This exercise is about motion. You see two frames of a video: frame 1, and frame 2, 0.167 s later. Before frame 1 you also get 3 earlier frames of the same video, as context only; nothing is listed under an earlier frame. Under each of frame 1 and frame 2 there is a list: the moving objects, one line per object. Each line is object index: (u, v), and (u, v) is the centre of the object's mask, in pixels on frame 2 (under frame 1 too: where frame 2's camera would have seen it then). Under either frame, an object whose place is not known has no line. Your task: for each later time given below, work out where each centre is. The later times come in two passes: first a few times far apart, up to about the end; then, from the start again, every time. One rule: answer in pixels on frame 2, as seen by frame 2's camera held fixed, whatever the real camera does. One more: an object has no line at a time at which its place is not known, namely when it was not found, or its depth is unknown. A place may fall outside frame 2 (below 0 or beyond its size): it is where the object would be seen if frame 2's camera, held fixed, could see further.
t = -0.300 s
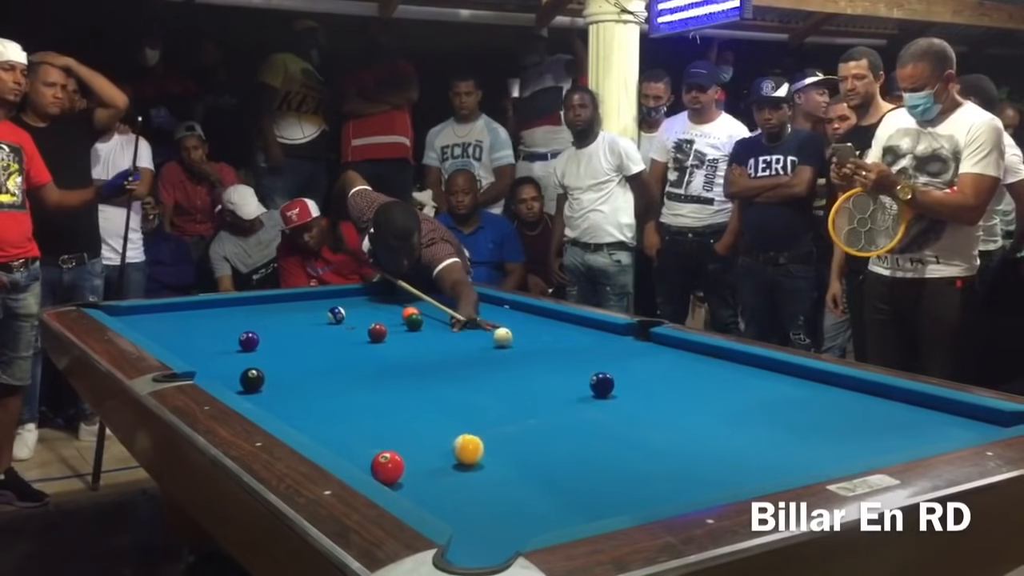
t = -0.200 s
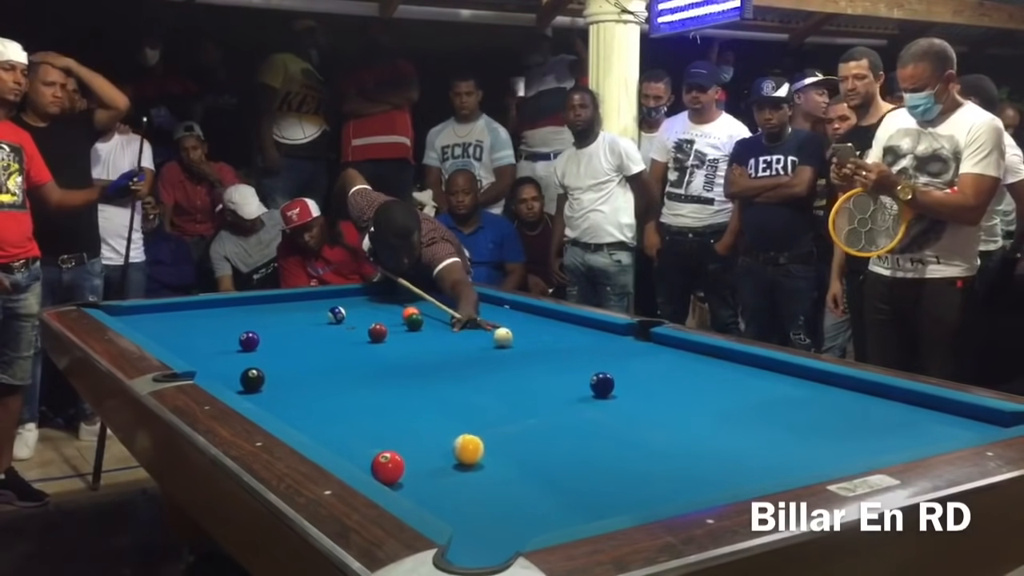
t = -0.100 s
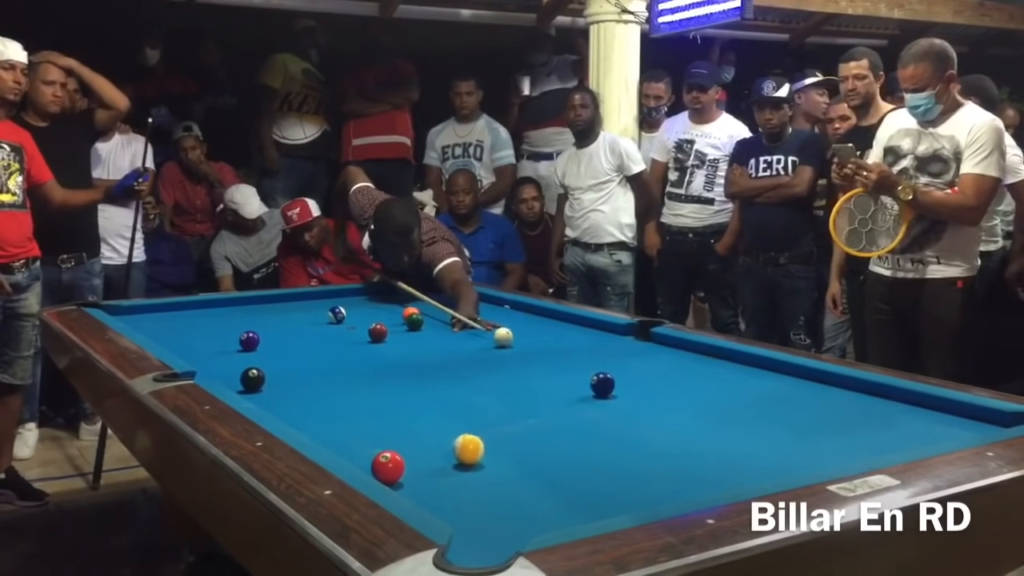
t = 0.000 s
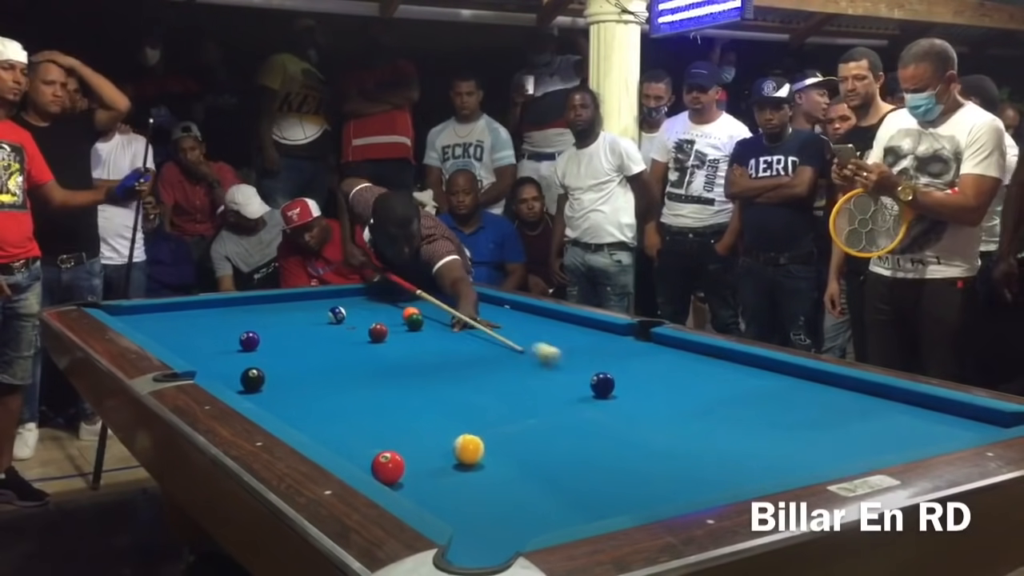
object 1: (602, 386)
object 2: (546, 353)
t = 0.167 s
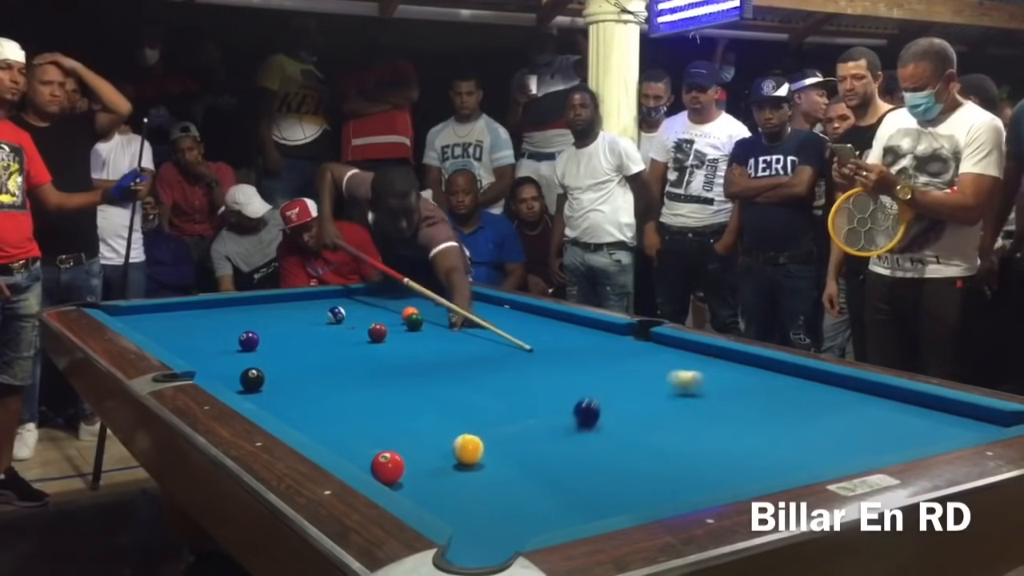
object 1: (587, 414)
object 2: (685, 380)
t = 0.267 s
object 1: (568, 452)
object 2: (766, 385)
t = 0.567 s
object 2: (834, 390)
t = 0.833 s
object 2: (785, 397)
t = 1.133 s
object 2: (729, 405)
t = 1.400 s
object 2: (680, 412)
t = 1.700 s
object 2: (625, 420)
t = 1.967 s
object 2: (577, 427)
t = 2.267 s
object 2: (524, 433)
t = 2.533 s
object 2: (481, 434)
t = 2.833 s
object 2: (428, 445)
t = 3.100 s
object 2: (384, 444)
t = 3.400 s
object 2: (345, 450)
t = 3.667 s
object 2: (365, 448)
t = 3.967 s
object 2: (385, 441)
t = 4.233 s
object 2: (400, 440)
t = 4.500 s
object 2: (410, 438)
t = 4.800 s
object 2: (418, 435)
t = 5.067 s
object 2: (422, 434)
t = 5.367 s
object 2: (424, 434)
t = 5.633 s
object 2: (424, 434)
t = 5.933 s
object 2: (424, 434)
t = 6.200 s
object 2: (424, 434)
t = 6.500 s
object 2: (424, 434)
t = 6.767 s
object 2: (424, 435)
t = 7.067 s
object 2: (424, 435)
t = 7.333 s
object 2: (424, 435)
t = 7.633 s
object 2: (424, 435)
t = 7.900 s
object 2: (424, 435)
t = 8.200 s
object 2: (424, 435)
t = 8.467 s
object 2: (424, 435)
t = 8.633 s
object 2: (424, 435)
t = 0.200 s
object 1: (580, 426)
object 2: (713, 382)
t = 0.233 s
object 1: (574, 439)
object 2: (740, 384)
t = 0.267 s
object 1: (568, 452)
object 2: (766, 385)
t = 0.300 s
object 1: (560, 464)
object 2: (789, 386)
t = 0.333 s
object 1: (553, 479)
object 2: (811, 386)
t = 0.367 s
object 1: (545, 493)
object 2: (832, 385)
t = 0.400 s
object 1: (537, 508)
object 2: (851, 385)
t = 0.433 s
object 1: (526, 524)
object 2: (863, 386)
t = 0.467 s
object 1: (515, 537)
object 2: (855, 387)
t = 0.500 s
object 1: (490, 552)
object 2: (847, 388)
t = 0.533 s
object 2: (841, 389)
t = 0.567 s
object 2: (834, 390)
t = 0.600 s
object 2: (828, 391)
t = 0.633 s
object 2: (822, 392)
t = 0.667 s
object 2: (816, 393)
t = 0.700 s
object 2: (810, 394)
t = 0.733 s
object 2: (804, 394)
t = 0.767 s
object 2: (798, 395)
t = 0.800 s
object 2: (792, 396)
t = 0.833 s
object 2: (785, 397)
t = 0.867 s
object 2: (779, 398)
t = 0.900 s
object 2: (773, 399)
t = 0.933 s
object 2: (766, 400)
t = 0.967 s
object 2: (760, 401)
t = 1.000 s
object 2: (754, 402)
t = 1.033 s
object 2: (748, 403)
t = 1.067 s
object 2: (742, 403)
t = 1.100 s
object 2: (735, 404)
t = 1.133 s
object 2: (729, 405)
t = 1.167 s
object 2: (723, 406)
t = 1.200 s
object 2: (717, 407)
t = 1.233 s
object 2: (711, 408)
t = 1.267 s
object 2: (705, 408)
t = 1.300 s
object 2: (698, 409)
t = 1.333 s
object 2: (692, 410)
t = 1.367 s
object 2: (686, 411)
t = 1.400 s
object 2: (680, 412)
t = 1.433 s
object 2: (674, 412)
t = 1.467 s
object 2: (668, 413)
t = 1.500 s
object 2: (662, 414)
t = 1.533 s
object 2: (656, 415)
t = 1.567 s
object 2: (649, 416)
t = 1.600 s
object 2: (643, 417)
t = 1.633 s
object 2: (637, 418)
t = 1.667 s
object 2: (631, 419)
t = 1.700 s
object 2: (625, 420)
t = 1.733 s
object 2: (619, 420)
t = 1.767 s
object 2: (613, 421)
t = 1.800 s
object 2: (606, 422)
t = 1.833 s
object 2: (601, 423)
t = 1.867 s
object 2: (594, 424)
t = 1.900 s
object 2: (589, 424)
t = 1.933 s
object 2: (583, 426)
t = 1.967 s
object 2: (577, 427)
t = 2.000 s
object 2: (571, 427)
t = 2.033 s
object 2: (565, 428)
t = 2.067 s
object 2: (559, 429)
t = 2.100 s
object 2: (553, 430)
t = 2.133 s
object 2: (547, 431)
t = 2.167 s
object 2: (541, 431)
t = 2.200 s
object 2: (535, 432)
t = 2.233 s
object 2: (529, 433)
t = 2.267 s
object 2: (524, 433)
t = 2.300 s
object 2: (518, 435)
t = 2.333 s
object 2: (512, 434)
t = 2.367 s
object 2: (506, 435)
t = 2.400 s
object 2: (501, 436)
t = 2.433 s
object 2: (495, 436)
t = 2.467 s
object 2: (491, 436)
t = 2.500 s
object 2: (486, 435)
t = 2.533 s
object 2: (481, 434)
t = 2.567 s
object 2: (474, 432)
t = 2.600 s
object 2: (466, 431)
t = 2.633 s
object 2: (457, 435)
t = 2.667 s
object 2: (452, 437)
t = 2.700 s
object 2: (447, 439)
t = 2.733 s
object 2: (442, 441)
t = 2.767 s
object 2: (438, 443)
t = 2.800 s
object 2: (433, 444)
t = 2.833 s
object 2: (428, 445)
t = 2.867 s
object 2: (422, 445)
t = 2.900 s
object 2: (417, 446)
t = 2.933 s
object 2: (412, 446)
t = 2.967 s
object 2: (407, 446)
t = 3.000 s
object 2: (402, 445)
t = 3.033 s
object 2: (397, 445)
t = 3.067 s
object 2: (391, 444)
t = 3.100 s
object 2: (384, 444)
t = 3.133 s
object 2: (377, 446)
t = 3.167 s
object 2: (372, 448)
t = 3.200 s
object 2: (367, 450)
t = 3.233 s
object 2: (363, 451)
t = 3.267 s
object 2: (360, 452)
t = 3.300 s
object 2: (355, 451)
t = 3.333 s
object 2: (351, 451)
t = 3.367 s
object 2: (346, 450)
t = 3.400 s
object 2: (345, 450)
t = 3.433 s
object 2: (348, 450)
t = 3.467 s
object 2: (351, 450)
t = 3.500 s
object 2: (353, 450)
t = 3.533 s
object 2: (356, 450)
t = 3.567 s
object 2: (358, 450)
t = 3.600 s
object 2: (360, 450)
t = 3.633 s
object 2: (363, 449)
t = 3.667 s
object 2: (365, 448)
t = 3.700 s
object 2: (367, 447)
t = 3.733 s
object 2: (369, 446)
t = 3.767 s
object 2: (371, 445)
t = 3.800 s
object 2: (374, 444)
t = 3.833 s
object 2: (376, 443)
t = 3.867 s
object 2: (379, 443)
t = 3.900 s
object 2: (381, 442)
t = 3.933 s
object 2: (383, 442)
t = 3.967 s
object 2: (385, 441)
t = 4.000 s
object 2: (387, 441)
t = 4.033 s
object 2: (389, 441)
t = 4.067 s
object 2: (391, 441)
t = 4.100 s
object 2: (393, 440)
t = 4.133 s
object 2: (395, 440)
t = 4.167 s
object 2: (397, 440)
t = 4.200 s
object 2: (398, 440)
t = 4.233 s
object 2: (400, 440)
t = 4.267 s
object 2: (401, 440)
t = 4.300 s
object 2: (403, 439)
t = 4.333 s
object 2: (404, 439)
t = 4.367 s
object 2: (405, 439)
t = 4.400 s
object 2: (406, 438)
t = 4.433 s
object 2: (408, 438)
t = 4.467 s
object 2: (409, 438)
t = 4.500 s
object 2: (410, 438)
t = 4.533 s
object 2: (411, 437)
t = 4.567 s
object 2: (412, 437)
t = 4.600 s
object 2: (413, 437)
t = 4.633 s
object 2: (414, 437)
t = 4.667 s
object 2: (415, 436)
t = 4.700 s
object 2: (416, 436)
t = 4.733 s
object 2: (416, 436)
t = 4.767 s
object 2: (417, 436)
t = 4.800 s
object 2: (418, 435)
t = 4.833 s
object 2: (418, 435)
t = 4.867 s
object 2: (419, 435)
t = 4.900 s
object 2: (419, 435)
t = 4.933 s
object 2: (420, 435)
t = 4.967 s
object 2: (420, 435)
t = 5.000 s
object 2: (421, 434)
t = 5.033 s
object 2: (421, 434)
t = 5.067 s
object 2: (422, 434)
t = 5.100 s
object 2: (422, 434)
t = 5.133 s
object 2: (422, 434)
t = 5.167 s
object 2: (423, 434)
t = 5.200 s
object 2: (423, 434)
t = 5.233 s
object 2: (423, 434)
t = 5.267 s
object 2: (423, 434)
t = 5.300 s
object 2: (424, 434)
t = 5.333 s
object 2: (424, 434)
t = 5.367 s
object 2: (424, 434)
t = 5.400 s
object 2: (424, 434)
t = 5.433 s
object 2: (424, 434)
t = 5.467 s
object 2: (424, 434)
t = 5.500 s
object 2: (424, 434)
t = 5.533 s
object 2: (424, 434)
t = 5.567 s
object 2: (424, 434)
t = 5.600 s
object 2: (424, 434)
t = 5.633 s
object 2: (424, 434)
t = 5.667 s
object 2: (424, 434)
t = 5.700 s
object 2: (424, 434)
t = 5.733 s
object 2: (424, 434)
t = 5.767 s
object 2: (424, 434)
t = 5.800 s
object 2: (424, 434)
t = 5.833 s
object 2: (424, 434)
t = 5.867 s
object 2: (424, 434)
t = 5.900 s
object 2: (424, 434)
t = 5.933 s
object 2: (424, 434)
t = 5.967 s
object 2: (424, 434)
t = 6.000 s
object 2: (424, 434)
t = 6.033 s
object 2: (424, 434)
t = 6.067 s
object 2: (424, 434)
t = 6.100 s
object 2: (424, 434)
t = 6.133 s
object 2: (424, 434)
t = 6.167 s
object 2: (424, 434)
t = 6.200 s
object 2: (424, 434)
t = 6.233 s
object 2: (424, 434)
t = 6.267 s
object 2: (424, 434)
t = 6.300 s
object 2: (424, 434)
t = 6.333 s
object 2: (424, 434)
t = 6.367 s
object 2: (424, 434)
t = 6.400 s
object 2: (424, 434)
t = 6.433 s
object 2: (424, 434)
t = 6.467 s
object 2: (424, 434)
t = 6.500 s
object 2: (424, 434)
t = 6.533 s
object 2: (424, 435)
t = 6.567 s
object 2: (424, 435)
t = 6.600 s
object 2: (424, 434)
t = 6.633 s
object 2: (424, 434)
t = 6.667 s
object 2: (424, 435)
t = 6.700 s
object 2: (424, 434)
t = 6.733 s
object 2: (424, 434)
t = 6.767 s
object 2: (424, 435)
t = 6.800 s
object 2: (424, 435)
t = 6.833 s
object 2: (424, 434)
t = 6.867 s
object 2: (424, 434)
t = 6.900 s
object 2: (424, 434)
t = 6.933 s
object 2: (424, 434)
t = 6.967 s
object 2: (424, 435)
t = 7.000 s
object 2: (424, 435)
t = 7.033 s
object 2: (424, 435)
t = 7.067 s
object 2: (424, 435)
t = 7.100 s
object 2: (424, 435)
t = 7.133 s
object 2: (424, 435)
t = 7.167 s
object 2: (424, 435)
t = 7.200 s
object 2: (424, 435)
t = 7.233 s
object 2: (424, 435)
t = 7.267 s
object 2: (424, 435)
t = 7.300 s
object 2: (424, 435)
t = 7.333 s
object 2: (424, 435)
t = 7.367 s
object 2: (424, 435)
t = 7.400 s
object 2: (424, 435)
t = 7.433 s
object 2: (424, 435)
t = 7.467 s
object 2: (424, 435)
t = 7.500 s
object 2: (424, 435)
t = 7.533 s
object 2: (424, 435)
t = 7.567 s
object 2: (424, 435)
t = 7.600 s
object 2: (424, 435)
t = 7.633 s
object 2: (424, 435)
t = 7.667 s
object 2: (424, 435)
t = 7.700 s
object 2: (424, 435)
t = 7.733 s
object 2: (424, 435)
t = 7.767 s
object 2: (424, 435)
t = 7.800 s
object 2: (424, 435)
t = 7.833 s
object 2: (424, 435)
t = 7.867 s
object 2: (424, 435)
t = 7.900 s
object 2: (424, 435)
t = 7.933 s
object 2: (424, 435)
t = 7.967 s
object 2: (424, 435)
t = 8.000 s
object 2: (424, 435)
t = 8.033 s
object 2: (424, 435)
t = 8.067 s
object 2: (424, 435)
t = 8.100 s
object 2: (424, 435)
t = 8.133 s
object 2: (424, 435)
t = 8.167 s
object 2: (424, 435)
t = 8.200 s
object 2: (424, 435)
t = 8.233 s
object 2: (424, 435)
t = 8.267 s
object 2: (424, 435)
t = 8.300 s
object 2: (424, 435)
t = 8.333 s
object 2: (424, 435)
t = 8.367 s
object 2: (424, 435)
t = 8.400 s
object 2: (424, 435)
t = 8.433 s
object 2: (424, 435)
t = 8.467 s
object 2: (424, 435)
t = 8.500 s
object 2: (424, 435)
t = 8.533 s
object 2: (424, 435)
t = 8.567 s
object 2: (424, 435)
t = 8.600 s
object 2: (424, 435)
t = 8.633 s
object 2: (424, 435)
